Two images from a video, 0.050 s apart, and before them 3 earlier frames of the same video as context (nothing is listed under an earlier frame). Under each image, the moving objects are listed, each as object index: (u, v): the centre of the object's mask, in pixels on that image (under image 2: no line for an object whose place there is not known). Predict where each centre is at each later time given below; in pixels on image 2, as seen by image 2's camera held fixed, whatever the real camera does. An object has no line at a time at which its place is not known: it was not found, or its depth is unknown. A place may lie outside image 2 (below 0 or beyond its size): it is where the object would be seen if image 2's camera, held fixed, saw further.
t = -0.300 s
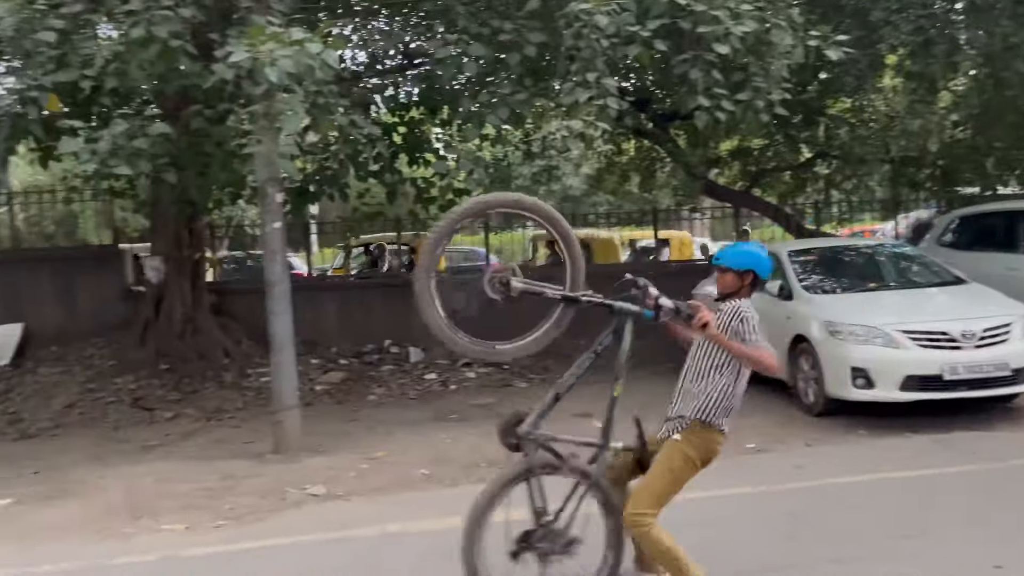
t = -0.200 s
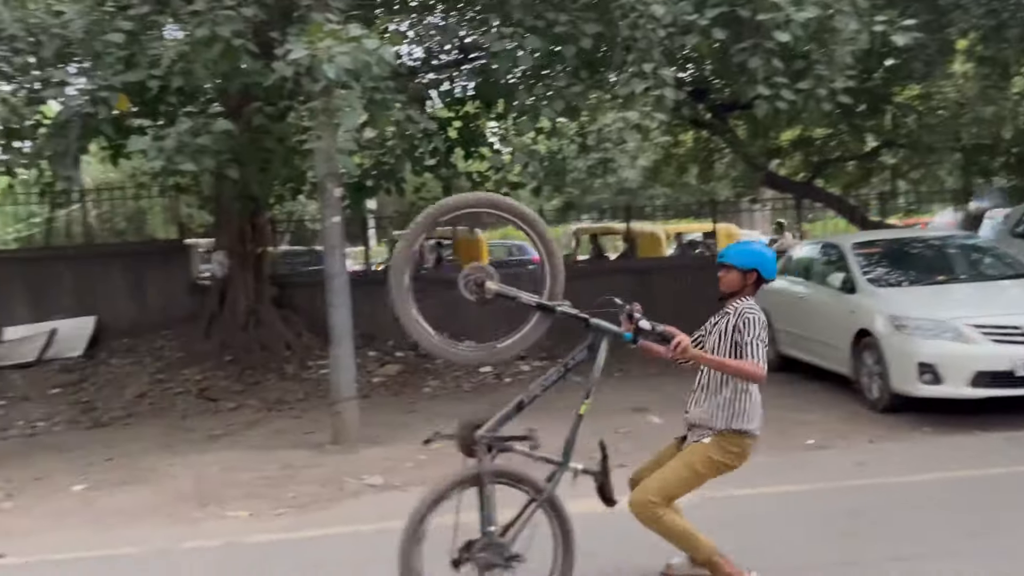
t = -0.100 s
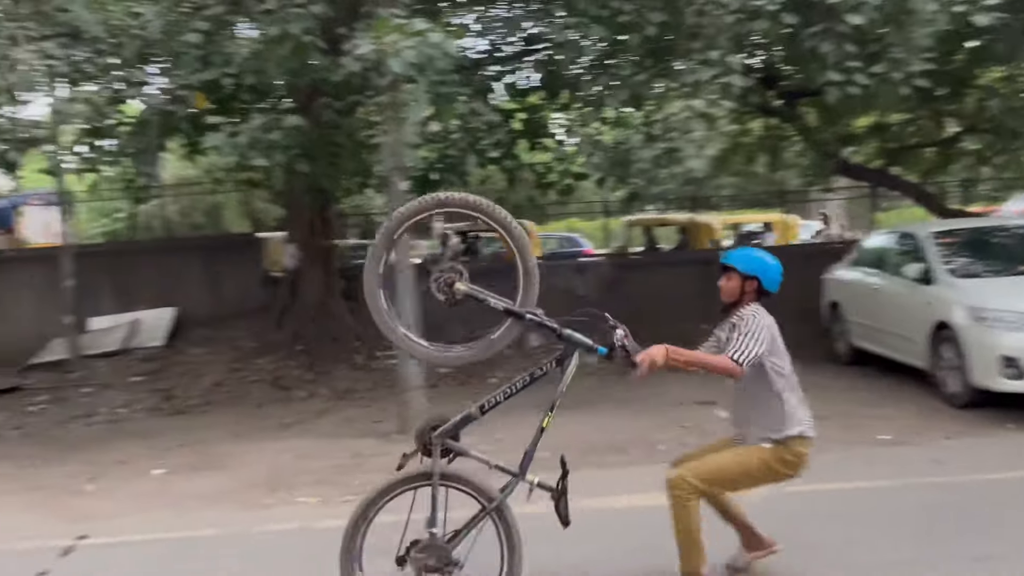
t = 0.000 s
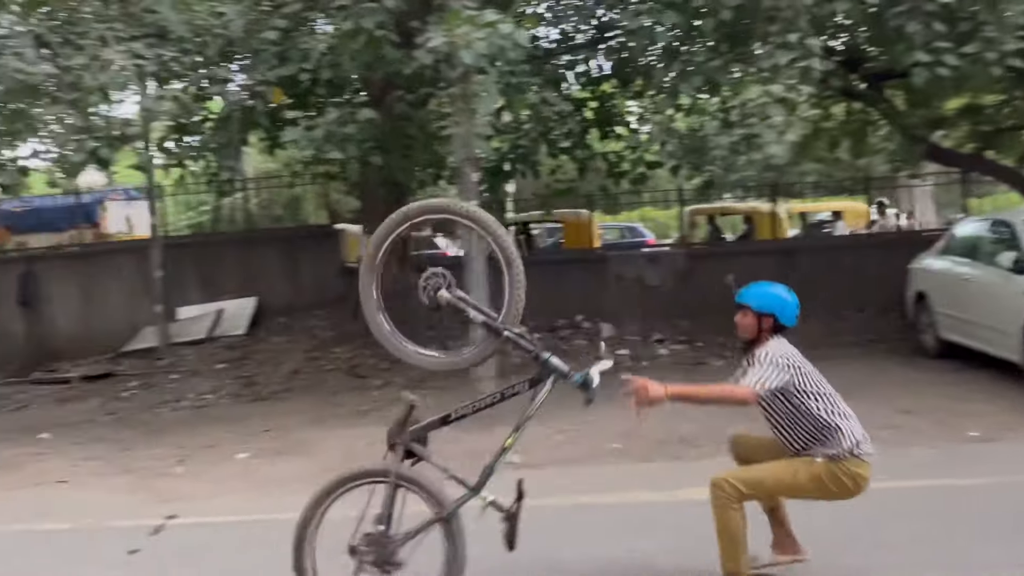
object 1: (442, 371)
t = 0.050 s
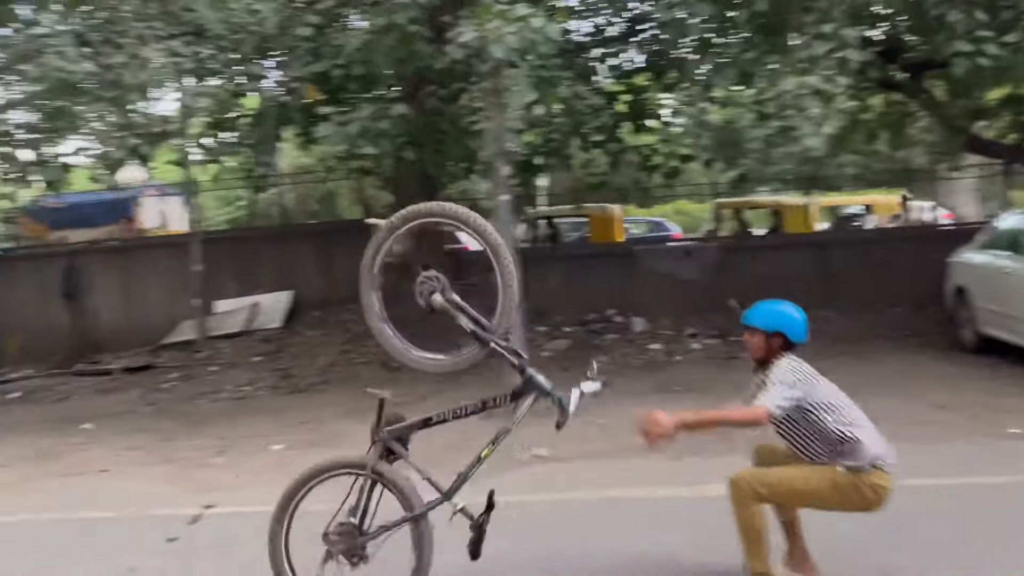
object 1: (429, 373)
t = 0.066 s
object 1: (419, 376)
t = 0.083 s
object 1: (407, 379)
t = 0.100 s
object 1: (394, 384)
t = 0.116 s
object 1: (382, 389)
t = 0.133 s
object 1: (371, 393)
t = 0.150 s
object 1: (355, 399)
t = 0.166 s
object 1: (347, 413)
